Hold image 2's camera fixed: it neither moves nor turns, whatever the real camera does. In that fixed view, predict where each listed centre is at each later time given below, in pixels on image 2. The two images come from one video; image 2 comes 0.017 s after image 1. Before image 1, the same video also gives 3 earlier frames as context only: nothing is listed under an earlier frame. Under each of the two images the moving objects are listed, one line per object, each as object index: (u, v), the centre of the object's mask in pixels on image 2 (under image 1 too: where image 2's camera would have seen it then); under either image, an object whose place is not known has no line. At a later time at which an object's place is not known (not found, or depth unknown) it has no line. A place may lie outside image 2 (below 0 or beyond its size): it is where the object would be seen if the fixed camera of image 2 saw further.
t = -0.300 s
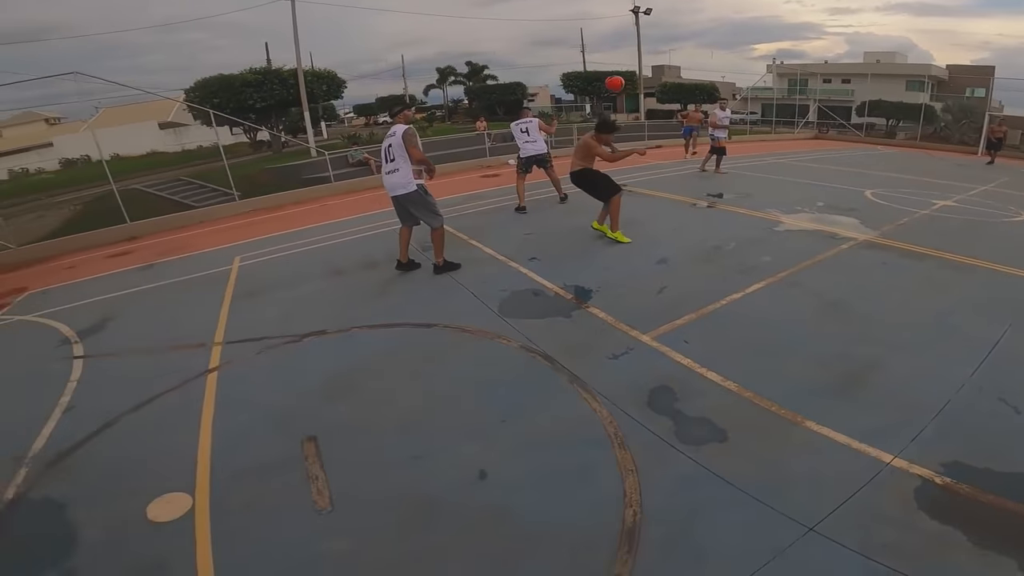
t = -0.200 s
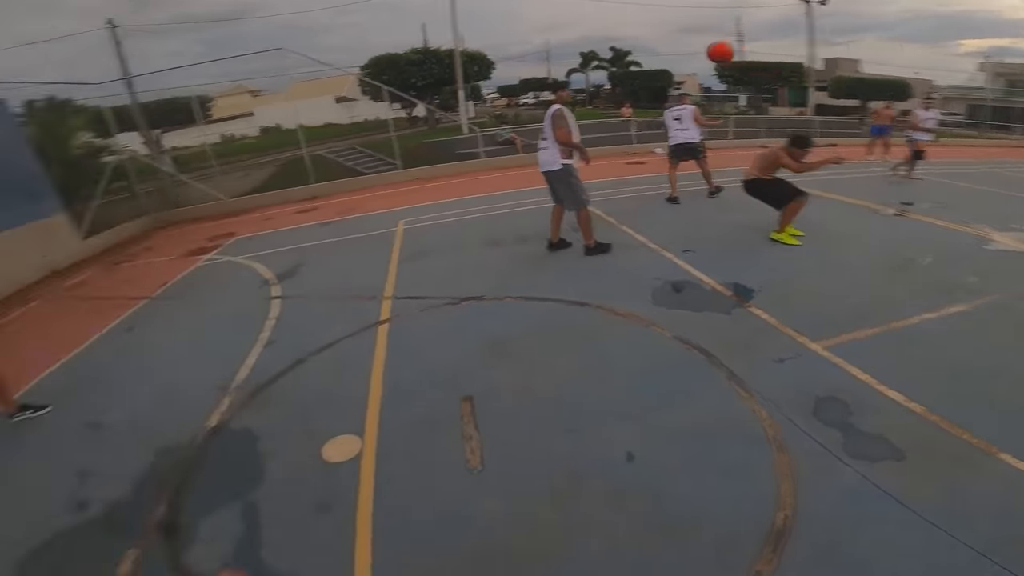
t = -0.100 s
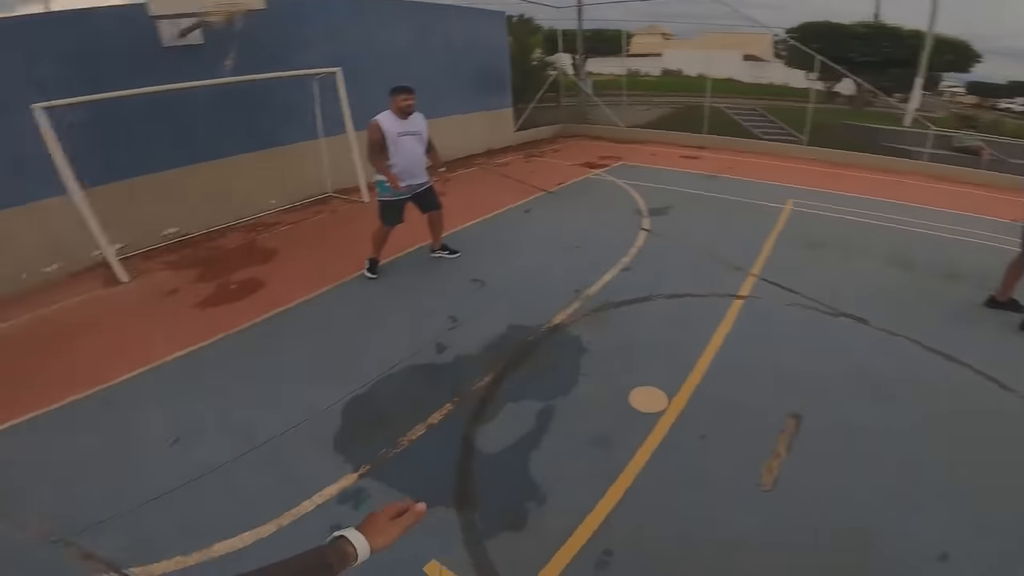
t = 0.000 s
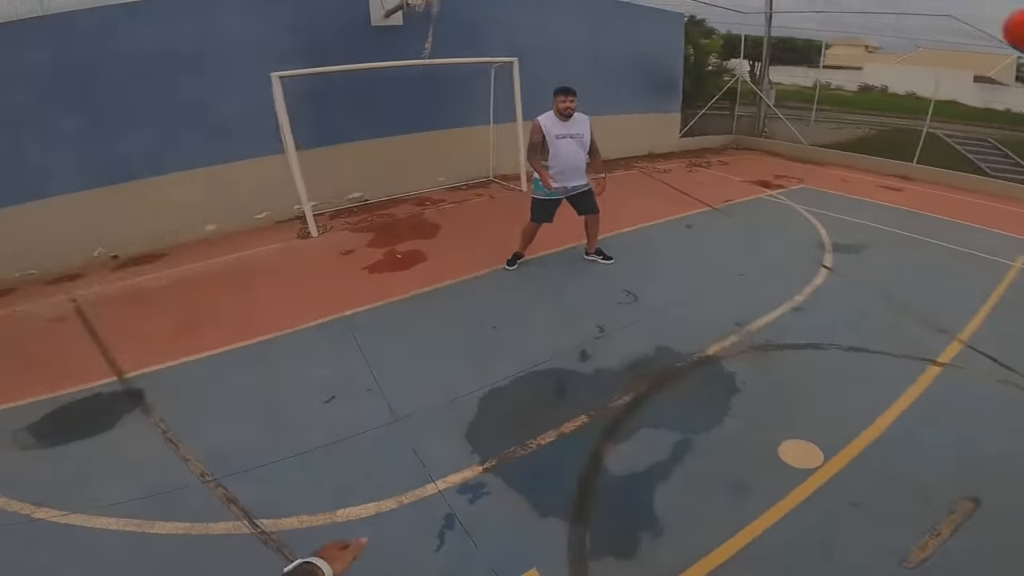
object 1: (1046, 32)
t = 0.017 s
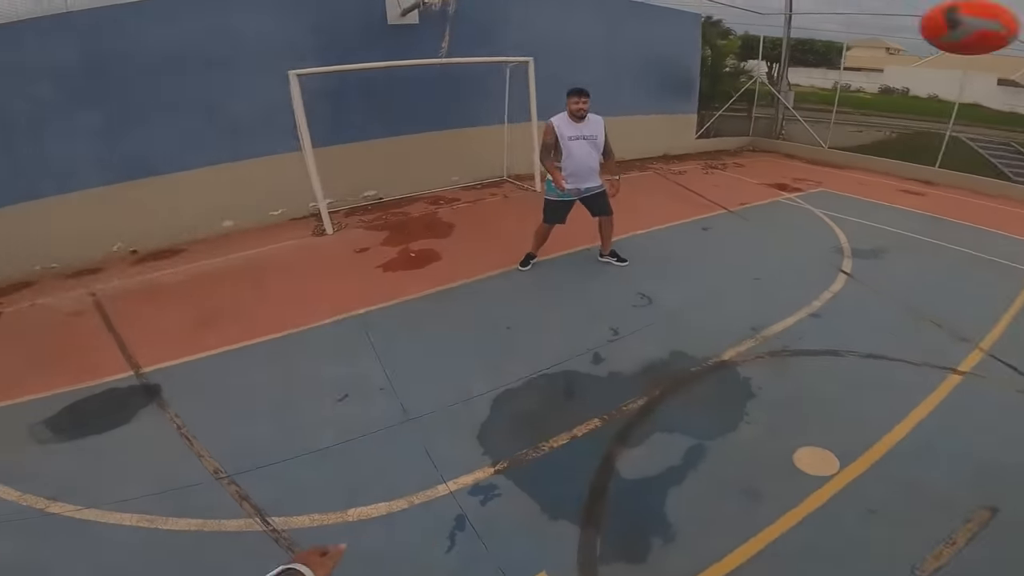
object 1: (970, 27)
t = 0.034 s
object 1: (858, 25)
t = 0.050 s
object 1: (762, 27)
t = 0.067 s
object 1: (679, 33)
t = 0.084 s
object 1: (611, 41)
